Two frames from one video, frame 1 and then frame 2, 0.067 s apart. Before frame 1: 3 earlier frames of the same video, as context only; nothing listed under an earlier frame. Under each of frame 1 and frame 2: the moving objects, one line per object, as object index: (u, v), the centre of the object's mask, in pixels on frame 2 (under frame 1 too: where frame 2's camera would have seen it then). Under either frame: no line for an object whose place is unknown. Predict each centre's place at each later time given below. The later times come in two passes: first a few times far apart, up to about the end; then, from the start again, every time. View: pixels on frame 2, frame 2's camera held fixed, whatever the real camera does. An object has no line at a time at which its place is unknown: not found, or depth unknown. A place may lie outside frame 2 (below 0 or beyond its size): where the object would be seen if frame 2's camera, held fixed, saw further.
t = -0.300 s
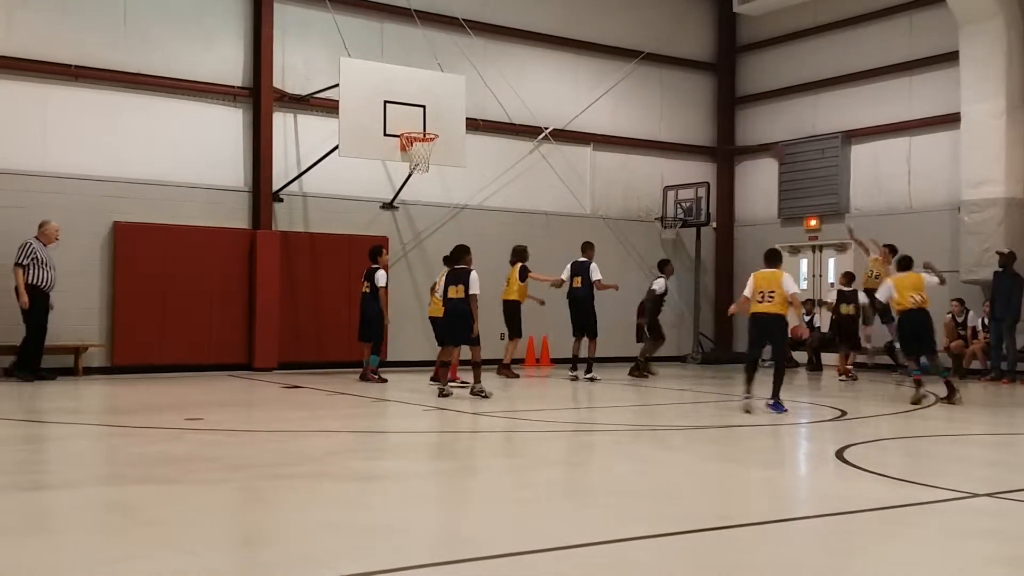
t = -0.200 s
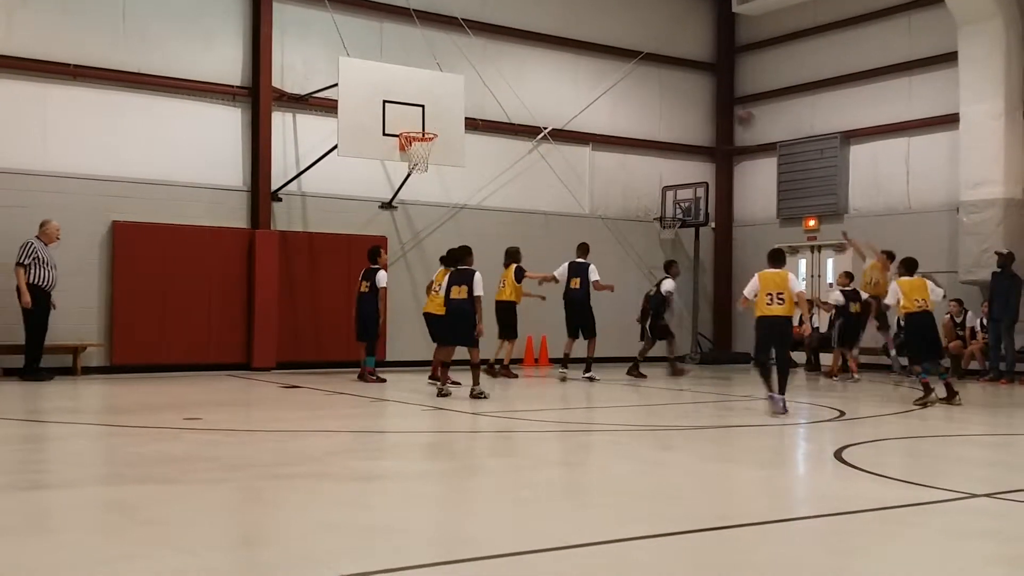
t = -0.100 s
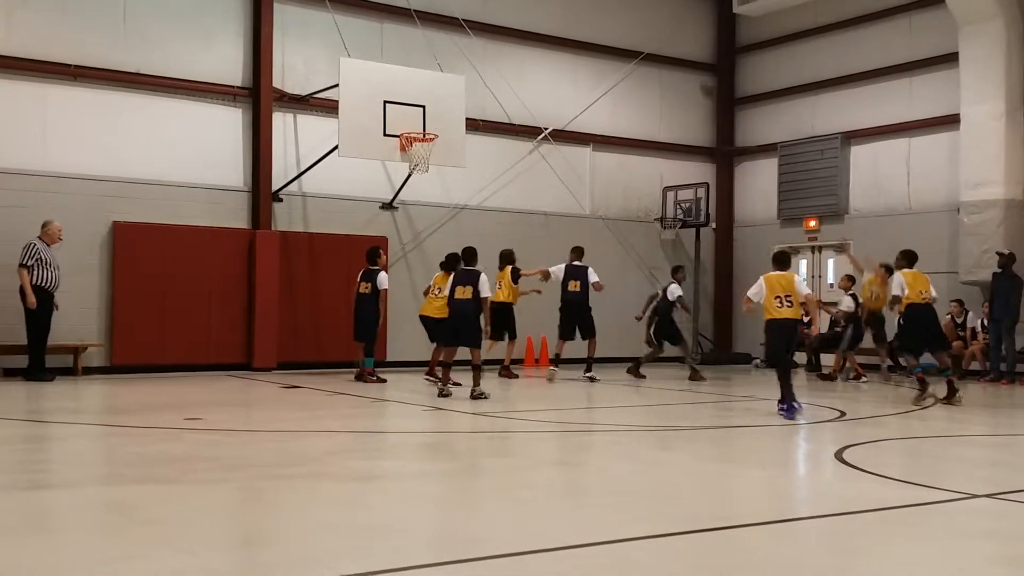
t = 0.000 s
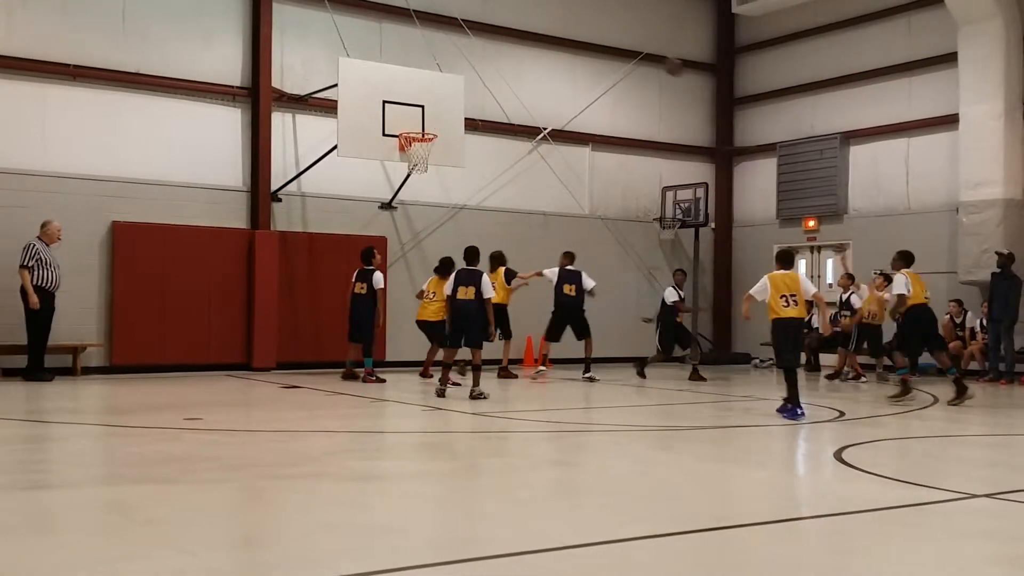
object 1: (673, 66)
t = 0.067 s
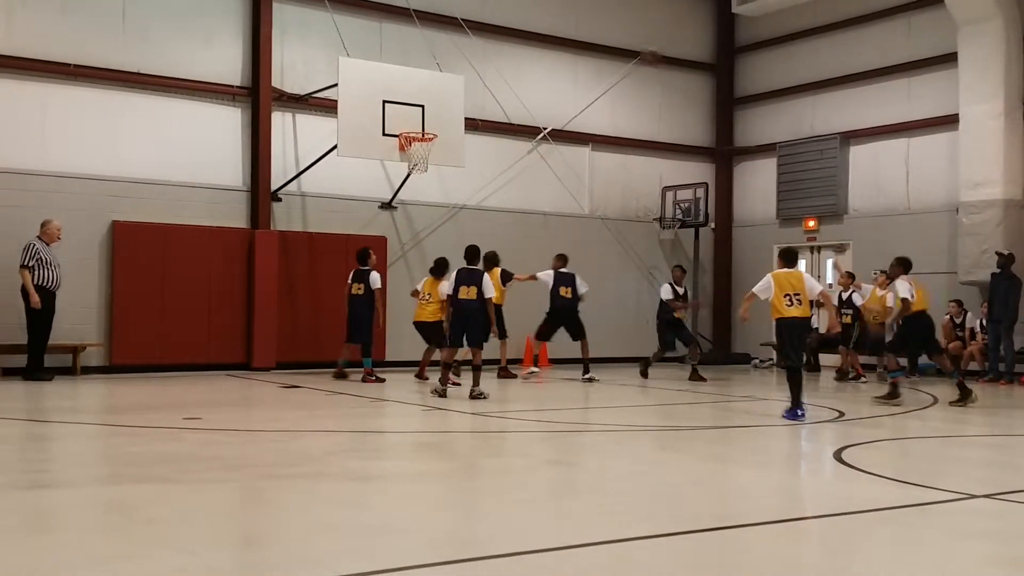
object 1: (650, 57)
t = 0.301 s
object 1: (568, 46)
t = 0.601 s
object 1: (463, 92)
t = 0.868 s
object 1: (453, 123)
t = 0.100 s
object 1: (639, 53)
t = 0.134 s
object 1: (627, 48)
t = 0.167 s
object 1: (615, 46)
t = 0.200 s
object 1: (603, 44)
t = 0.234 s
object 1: (590, 45)
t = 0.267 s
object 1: (578, 46)
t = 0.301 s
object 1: (568, 46)
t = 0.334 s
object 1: (557, 47)
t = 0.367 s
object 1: (545, 50)
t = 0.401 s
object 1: (533, 55)
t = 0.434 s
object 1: (521, 59)
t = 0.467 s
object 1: (509, 64)
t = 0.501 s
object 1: (498, 70)
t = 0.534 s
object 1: (486, 76)
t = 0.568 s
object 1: (475, 83)
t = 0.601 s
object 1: (463, 92)
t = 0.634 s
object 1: (456, 98)
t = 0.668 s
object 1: (452, 102)
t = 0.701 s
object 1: (449, 108)
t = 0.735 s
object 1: (446, 114)
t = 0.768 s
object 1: (443, 122)
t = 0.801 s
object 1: (442, 128)
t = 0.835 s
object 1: (447, 125)
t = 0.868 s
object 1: (453, 123)
